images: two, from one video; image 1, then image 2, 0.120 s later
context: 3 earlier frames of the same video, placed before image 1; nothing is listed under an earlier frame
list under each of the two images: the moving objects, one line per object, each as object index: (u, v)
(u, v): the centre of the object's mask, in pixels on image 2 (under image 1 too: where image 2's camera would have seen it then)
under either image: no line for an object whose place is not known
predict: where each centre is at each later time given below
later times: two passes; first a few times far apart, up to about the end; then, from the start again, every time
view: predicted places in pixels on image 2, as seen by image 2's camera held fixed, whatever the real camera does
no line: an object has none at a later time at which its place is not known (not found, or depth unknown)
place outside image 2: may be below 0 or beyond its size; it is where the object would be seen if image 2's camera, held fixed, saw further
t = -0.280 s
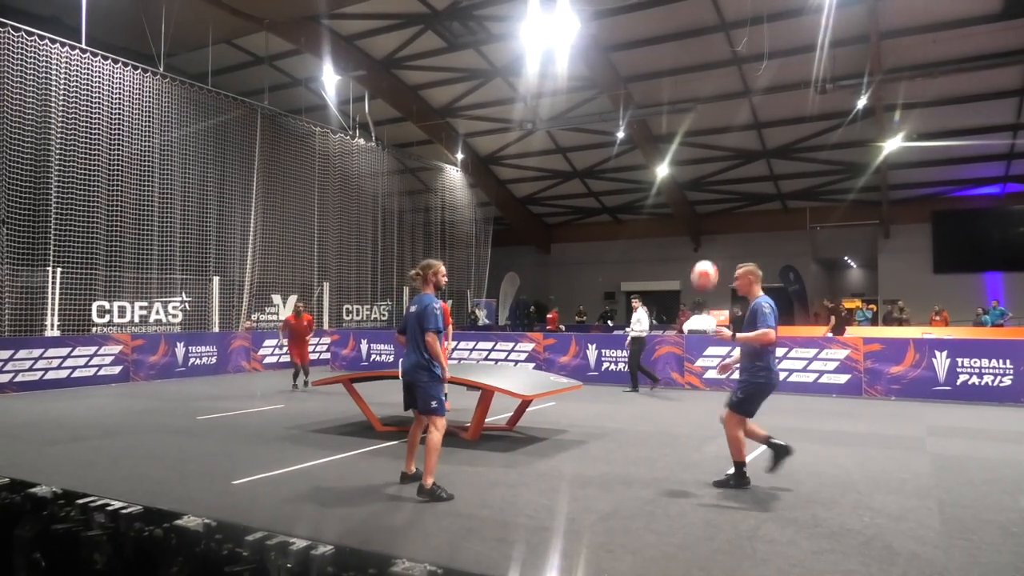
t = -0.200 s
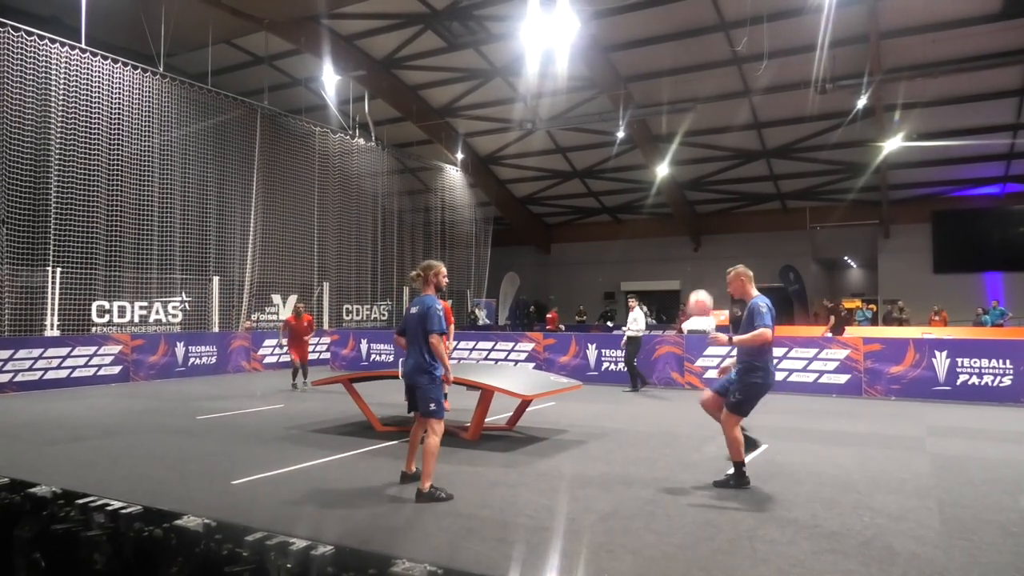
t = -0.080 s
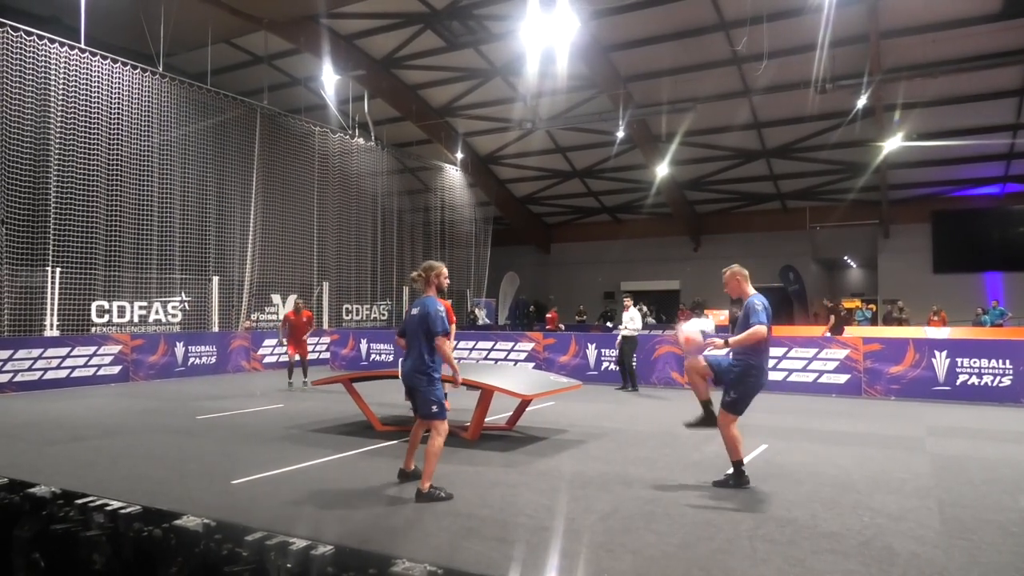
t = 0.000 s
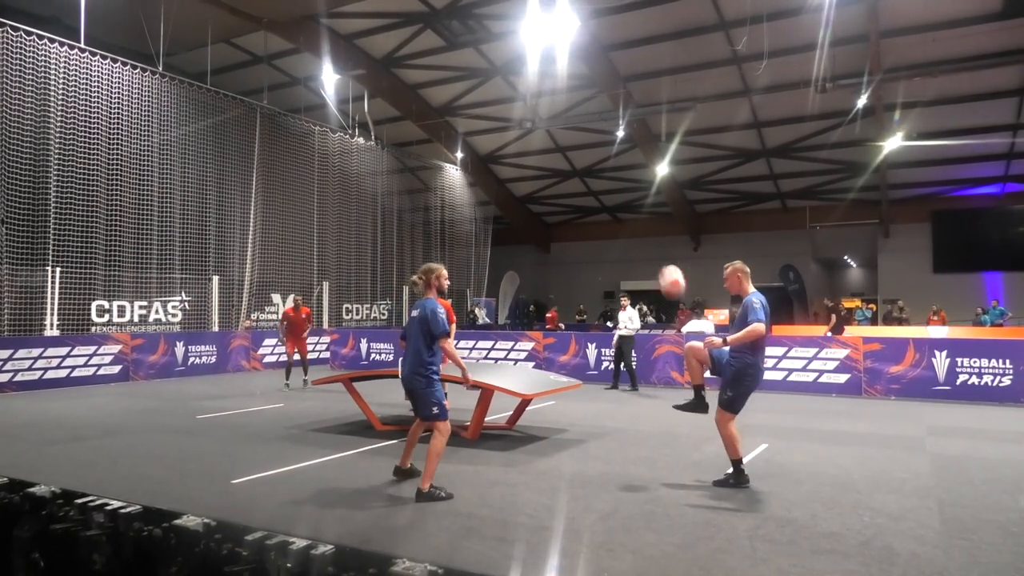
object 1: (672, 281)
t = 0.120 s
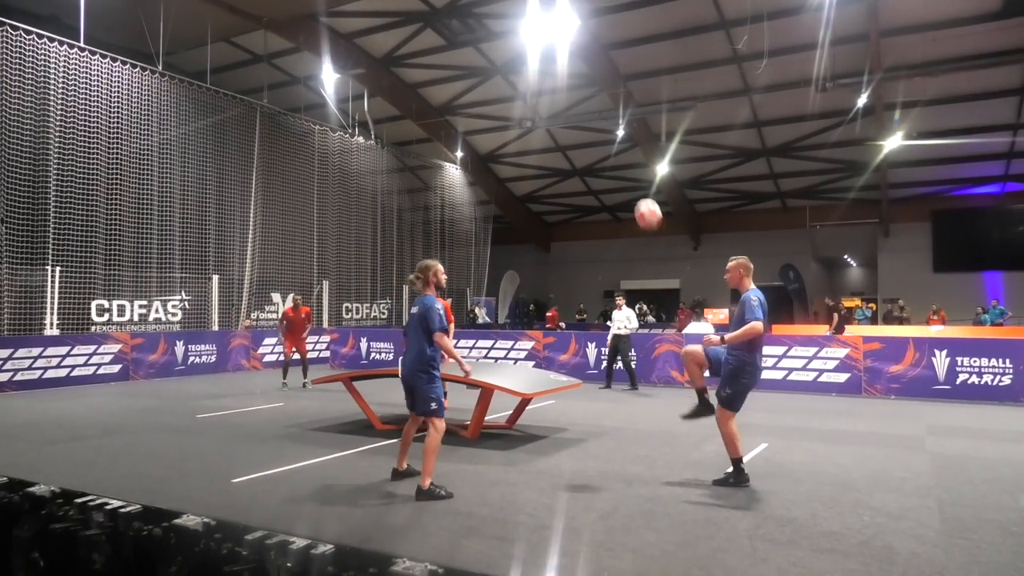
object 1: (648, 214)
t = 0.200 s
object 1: (633, 179)
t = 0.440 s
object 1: (589, 122)
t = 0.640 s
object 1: (556, 123)
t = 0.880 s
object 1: (518, 176)
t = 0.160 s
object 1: (640, 196)
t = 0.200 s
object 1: (633, 179)
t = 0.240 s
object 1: (625, 165)
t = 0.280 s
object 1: (618, 153)
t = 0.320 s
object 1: (611, 143)
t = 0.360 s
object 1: (603, 134)
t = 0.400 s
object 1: (596, 127)
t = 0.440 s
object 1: (589, 122)
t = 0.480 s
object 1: (582, 119)
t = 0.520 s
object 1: (575, 117)
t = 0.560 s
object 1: (569, 118)
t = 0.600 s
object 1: (562, 119)
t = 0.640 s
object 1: (556, 123)
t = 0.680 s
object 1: (549, 128)
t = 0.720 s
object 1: (543, 133)
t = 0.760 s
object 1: (537, 142)
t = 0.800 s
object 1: (531, 152)
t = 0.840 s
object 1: (525, 163)
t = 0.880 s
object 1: (518, 176)
